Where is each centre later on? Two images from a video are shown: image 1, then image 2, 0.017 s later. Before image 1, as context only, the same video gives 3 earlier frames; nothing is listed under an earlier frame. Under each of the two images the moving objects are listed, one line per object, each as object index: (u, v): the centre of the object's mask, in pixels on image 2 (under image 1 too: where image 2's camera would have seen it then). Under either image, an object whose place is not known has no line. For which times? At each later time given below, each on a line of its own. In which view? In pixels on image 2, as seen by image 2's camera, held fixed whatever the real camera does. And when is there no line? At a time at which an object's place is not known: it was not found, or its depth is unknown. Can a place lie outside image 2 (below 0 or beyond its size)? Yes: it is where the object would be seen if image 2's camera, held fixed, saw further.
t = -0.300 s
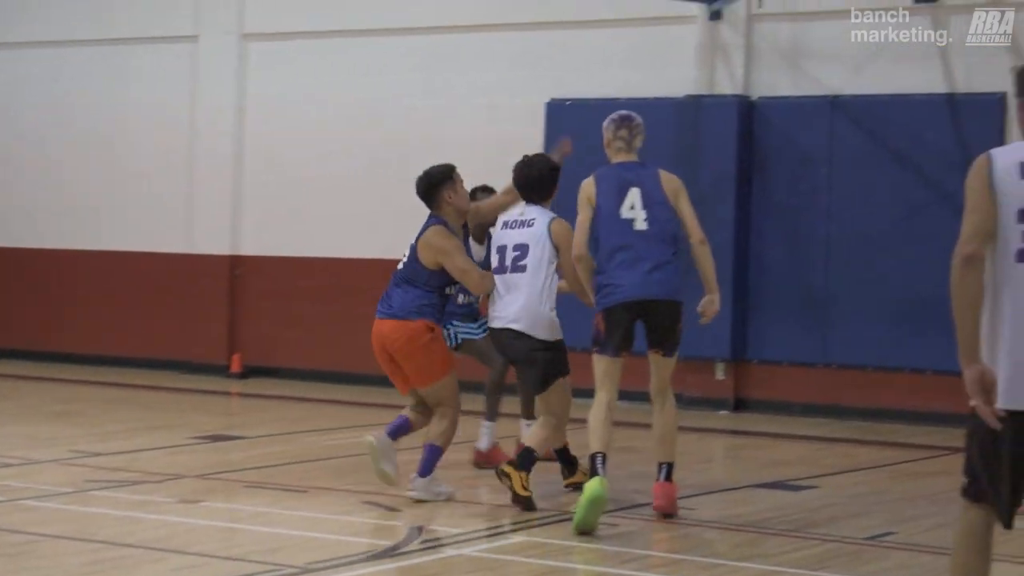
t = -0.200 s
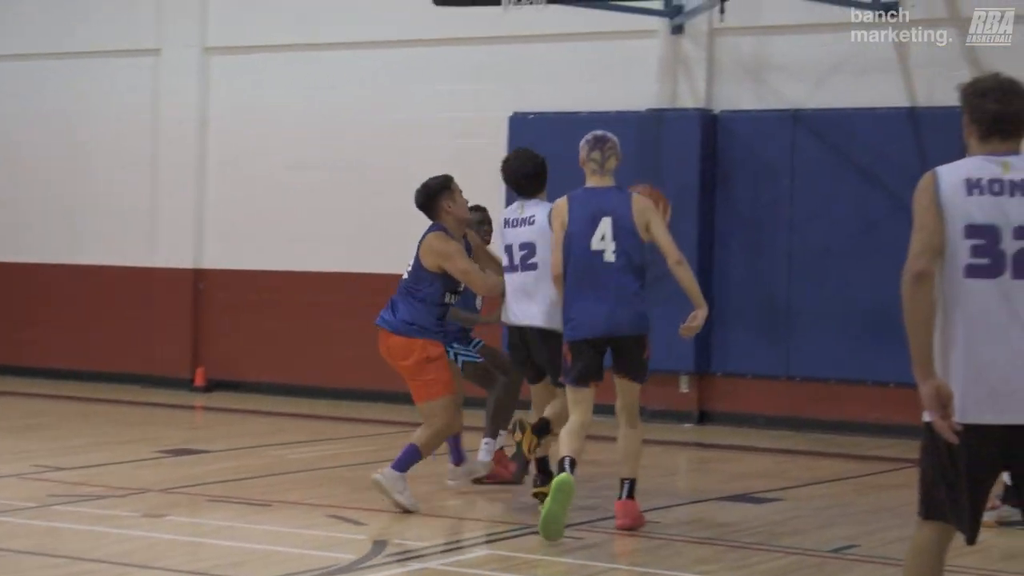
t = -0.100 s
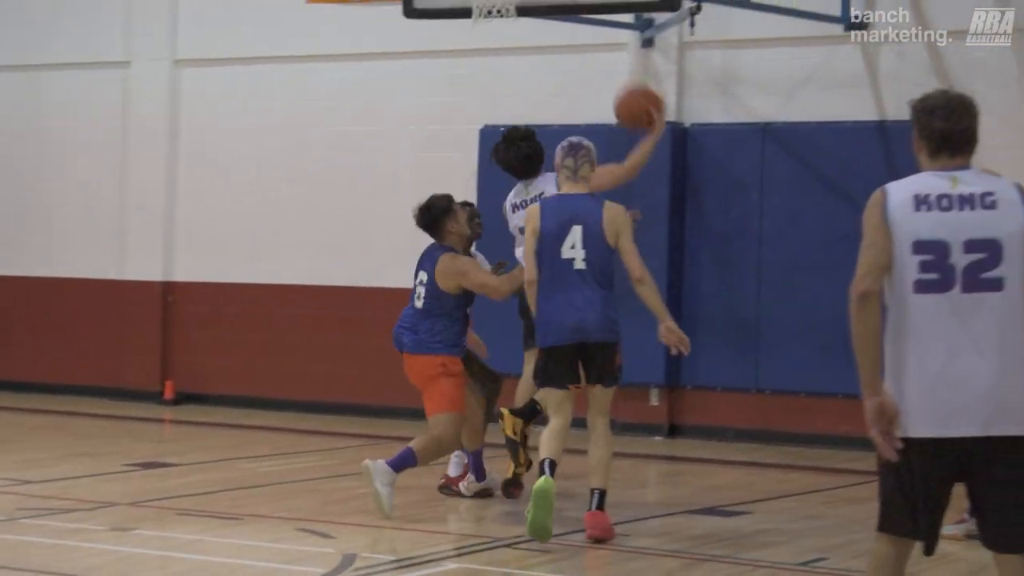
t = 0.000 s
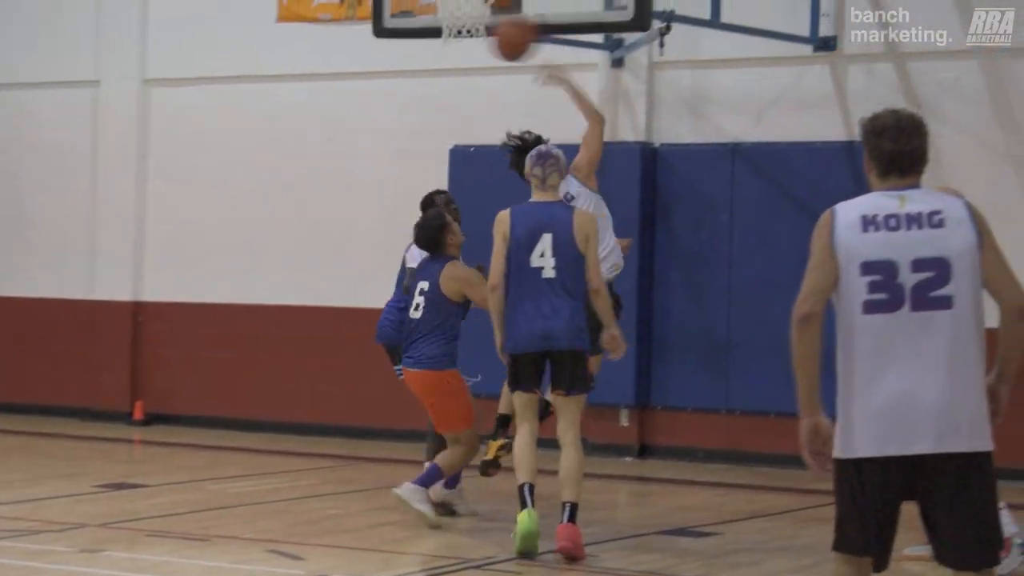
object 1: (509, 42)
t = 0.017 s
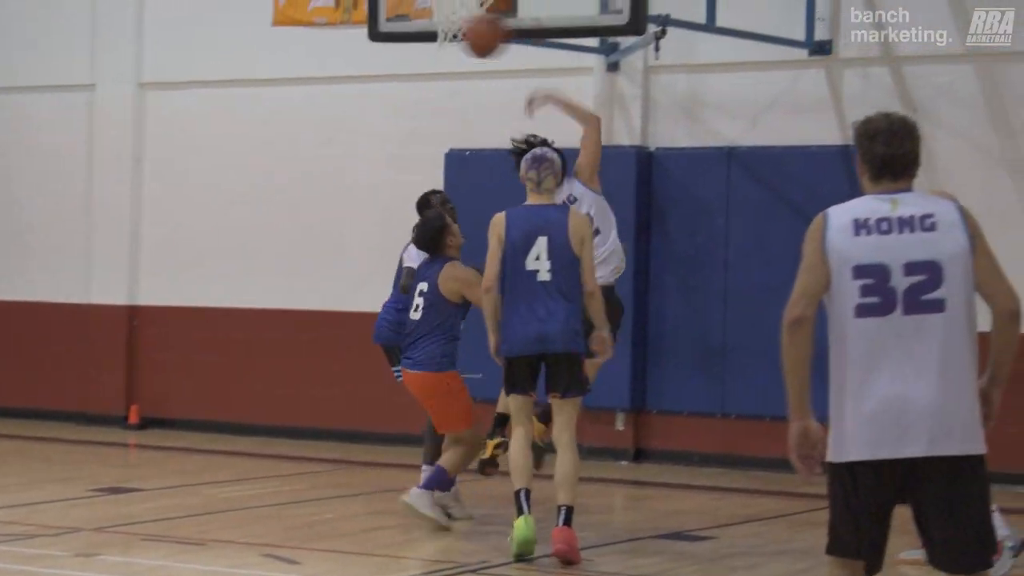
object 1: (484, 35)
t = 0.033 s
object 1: (459, 29)
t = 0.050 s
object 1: (434, 22)
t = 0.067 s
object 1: (410, 17)
